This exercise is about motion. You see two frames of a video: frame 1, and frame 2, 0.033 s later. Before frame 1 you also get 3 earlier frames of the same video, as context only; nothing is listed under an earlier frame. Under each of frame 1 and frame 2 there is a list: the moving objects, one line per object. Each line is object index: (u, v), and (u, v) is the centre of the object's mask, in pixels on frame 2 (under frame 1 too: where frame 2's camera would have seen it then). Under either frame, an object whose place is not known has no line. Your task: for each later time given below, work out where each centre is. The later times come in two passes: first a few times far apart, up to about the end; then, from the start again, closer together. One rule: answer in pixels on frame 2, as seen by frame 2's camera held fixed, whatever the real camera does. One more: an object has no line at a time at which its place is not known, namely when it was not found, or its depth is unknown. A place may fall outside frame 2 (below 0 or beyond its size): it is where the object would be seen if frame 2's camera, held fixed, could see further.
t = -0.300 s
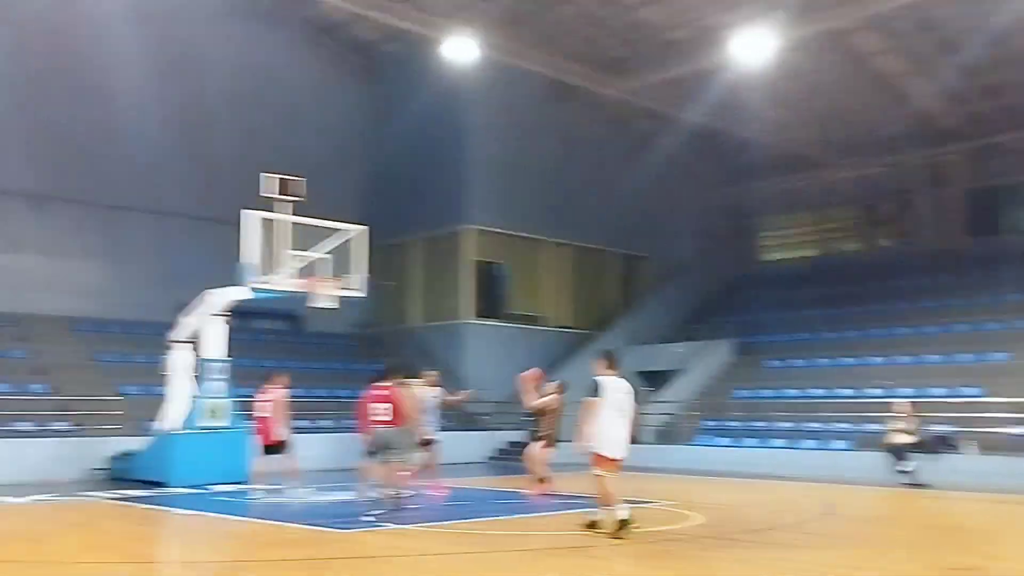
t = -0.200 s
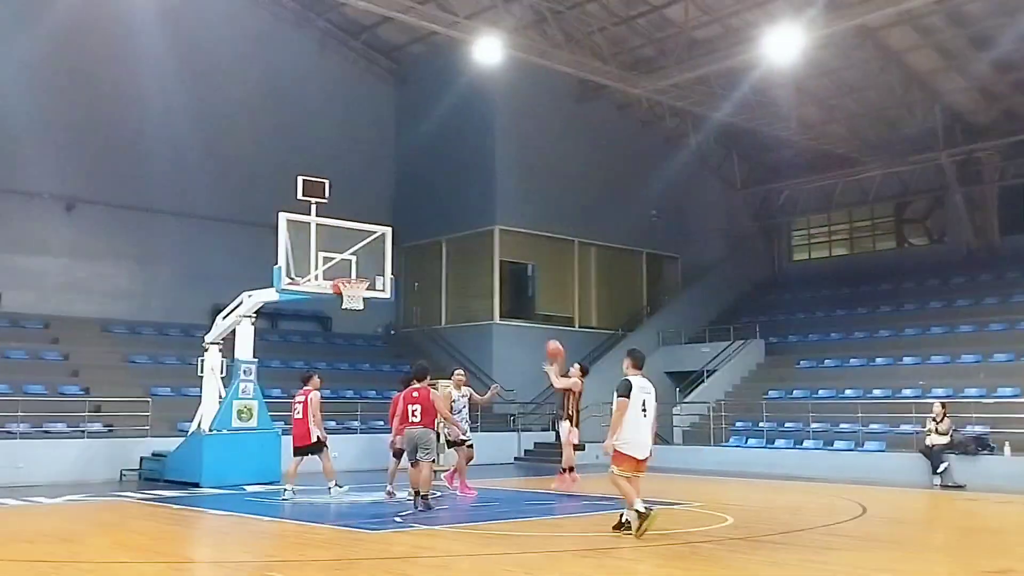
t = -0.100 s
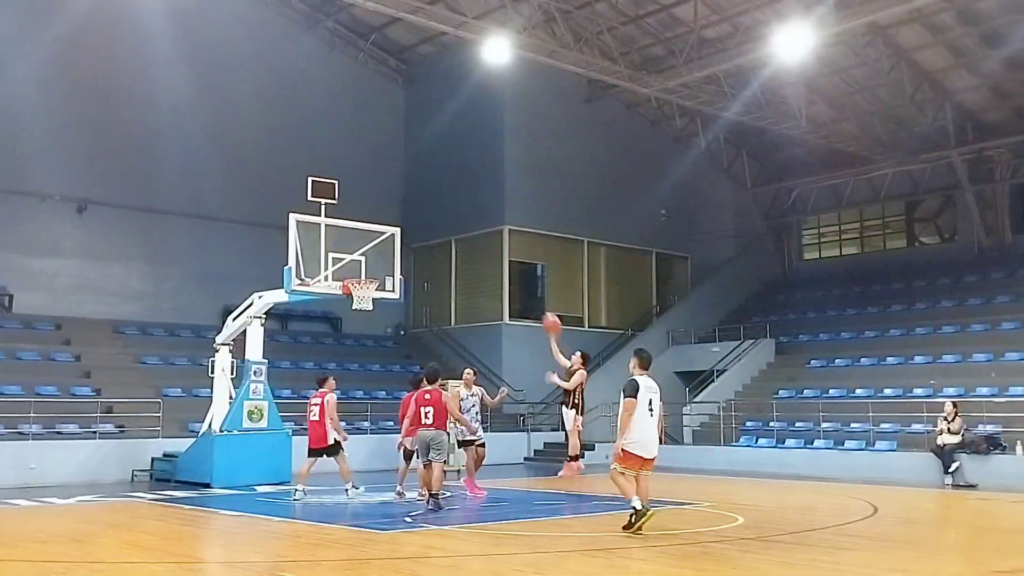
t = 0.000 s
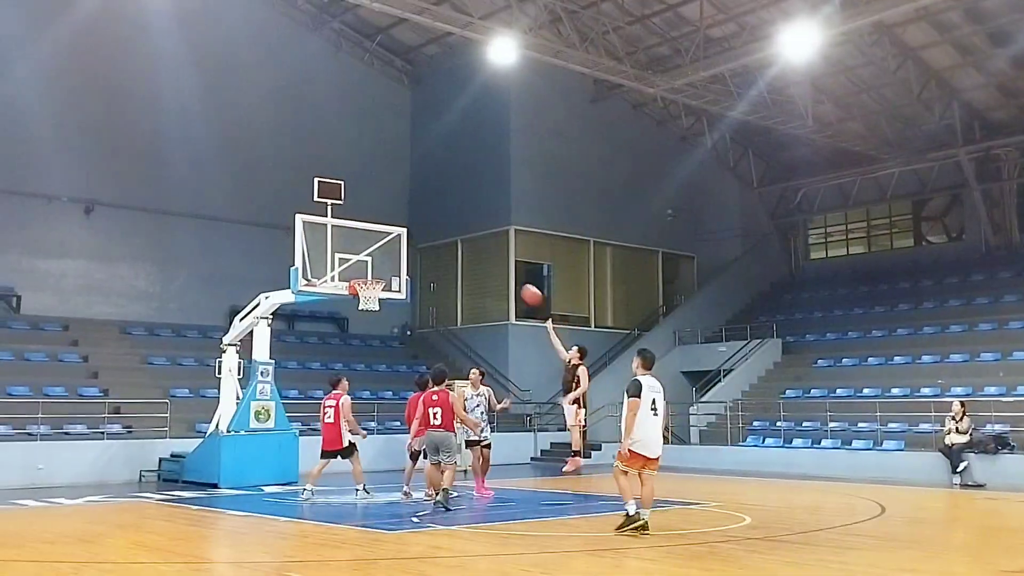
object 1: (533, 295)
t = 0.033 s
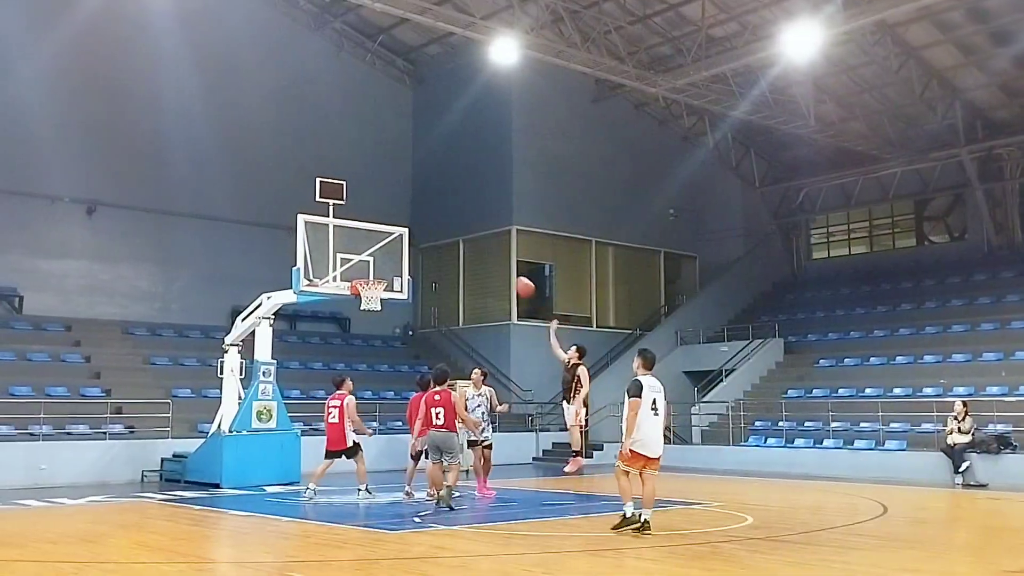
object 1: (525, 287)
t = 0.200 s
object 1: (480, 258)
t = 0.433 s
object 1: (419, 250)
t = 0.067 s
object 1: (515, 279)
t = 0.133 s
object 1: (497, 267)
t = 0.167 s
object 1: (489, 262)
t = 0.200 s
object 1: (480, 258)
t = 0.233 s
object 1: (471, 255)
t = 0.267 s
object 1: (462, 252)
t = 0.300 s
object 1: (453, 250)
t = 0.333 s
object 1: (445, 249)
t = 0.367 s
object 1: (436, 248)
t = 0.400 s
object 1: (428, 249)
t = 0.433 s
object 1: (419, 250)
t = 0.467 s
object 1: (412, 251)
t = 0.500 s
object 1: (402, 253)
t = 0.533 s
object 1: (393, 257)
